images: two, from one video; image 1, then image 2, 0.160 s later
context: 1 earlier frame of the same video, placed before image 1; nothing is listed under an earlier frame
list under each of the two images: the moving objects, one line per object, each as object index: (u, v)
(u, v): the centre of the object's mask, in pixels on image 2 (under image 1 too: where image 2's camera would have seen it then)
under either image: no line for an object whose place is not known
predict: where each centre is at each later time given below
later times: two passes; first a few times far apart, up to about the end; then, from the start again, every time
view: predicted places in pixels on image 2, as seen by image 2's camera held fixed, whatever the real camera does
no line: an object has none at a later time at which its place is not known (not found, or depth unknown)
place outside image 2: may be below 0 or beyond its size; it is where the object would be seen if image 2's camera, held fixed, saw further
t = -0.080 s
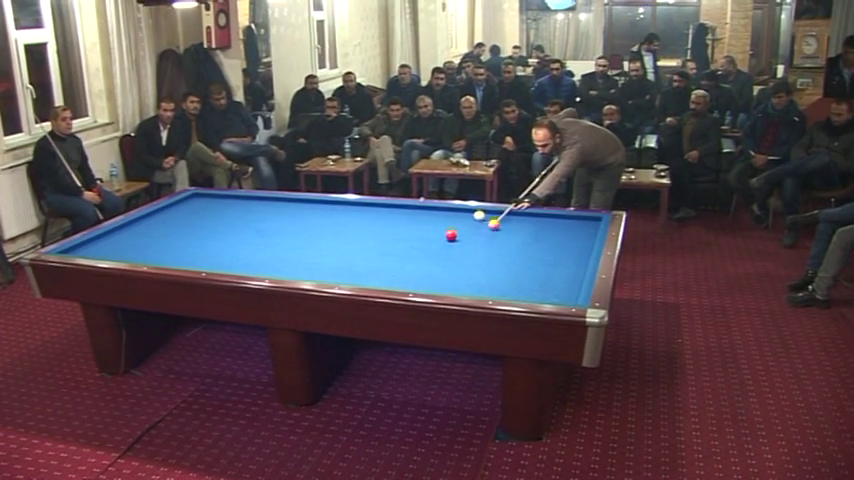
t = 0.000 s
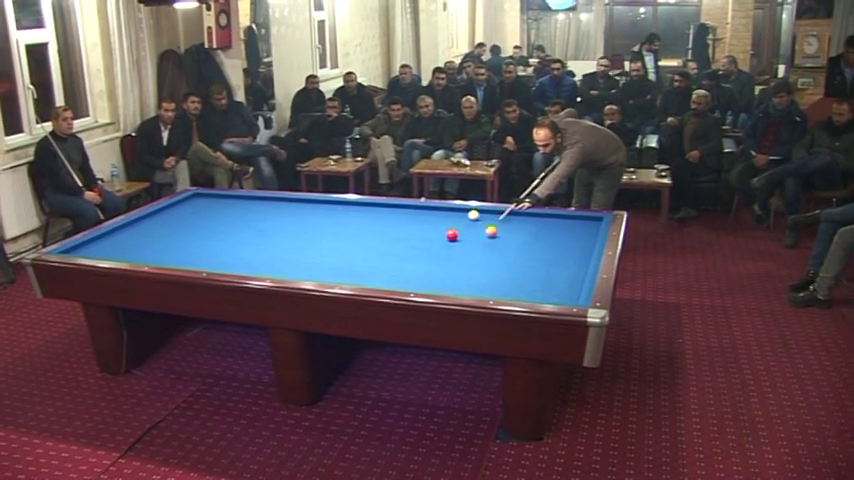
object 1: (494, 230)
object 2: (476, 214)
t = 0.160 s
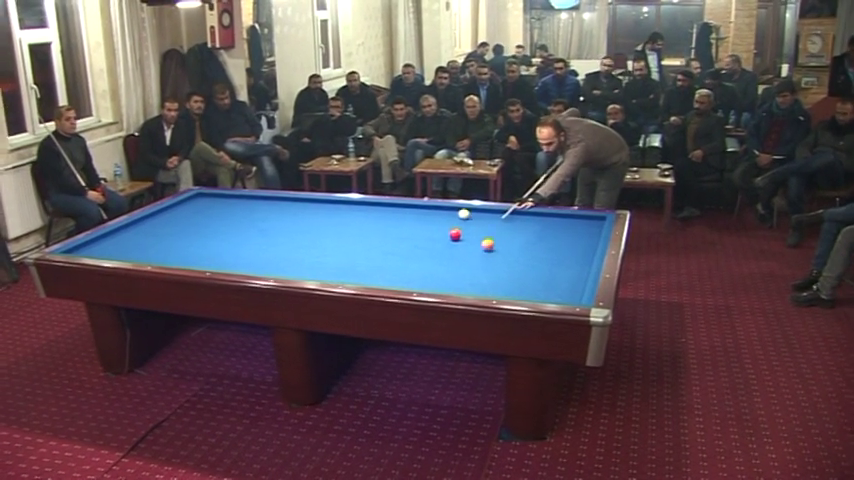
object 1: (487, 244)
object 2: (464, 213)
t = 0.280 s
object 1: (482, 255)
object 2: (454, 213)
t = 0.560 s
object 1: (469, 285)
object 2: (432, 212)
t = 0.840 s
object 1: (502, 277)
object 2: (412, 211)
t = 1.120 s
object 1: (538, 264)
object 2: (392, 210)
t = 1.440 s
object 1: (575, 250)
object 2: (370, 210)
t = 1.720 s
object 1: (588, 239)
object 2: (352, 209)
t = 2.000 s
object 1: (578, 228)
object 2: (334, 208)
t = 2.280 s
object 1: (569, 219)
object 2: (318, 208)
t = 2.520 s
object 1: (557, 216)
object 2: (304, 207)
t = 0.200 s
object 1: (486, 248)
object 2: (460, 213)
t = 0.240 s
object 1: (484, 252)
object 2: (457, 213)
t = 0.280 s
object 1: (482, 255)
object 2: (454, 213)
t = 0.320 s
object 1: (481, 259)
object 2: (451, 213)
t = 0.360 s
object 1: (479, 263)
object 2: (448, 213)
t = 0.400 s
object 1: (477, 267)
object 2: (444, 212)
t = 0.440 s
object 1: (475, 272)
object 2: (441, 212)
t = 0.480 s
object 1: (473, 276)
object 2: (438, 212)
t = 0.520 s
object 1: (470, 281)
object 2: (436, 212)
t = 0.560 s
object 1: (469, 285)
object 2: (432, 212)
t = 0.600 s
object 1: (466, 287)
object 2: (429, 212)
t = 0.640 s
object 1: (468, 288)
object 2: (426, 211)
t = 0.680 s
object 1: (476, 286)
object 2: (424, 211)
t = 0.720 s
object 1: (483, 284)
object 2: (420, 211)
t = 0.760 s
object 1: (490, 281)
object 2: (417, 211)
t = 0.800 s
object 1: (496, 279)
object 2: (414, 211)
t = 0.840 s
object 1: (502, 277)
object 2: (412, 211)
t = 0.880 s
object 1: (508, 275)
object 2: (409, 211)
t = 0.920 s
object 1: (513, 272)
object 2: (406, 210)
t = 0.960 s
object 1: (518, 271)
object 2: (403, 211)
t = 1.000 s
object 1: (523, 269)
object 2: (400, 210)
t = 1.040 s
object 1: (528, 267)
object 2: (397, 210)
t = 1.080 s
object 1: (533, 266)
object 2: (395, 210)
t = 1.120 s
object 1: (538, 264)
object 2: (392, 210)
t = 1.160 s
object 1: (544, 262)
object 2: (389, 210)
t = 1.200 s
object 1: (548, 260)
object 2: (386, 210)
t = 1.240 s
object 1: (552, 259)
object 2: (384, 210)
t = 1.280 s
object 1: (557, 257)
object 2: (381, 210)
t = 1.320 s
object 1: (562, 255)
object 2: (378, 210)
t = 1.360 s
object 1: (566, 253)
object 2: (375, 210)
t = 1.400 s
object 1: (570, 252)
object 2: (372, 210)
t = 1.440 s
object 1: (575, 250)
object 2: (370, 210)
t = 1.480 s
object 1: (579, 249)
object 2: (367, 209)
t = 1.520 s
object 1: (584, 247)
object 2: (365, 209)
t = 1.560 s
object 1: (587, 246)
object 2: (362, 209)
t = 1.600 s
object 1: (591, 244)
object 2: (359, 209)
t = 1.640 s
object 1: (591, 243)
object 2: (357, 209)
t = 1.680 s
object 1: (589, 241)
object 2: (354, 209)
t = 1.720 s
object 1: (588, 239)
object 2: (352, 209)
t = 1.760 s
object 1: (586, 238)
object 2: (349, 208)
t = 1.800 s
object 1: (585, 236)
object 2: (346, 208)
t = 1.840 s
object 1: (583, 234)
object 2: (344, 208)
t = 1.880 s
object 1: (581, 233)
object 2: (341, 208)
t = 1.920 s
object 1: (580, 231)
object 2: (339, 208)
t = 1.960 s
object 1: (579, 229)
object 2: (337, 208)
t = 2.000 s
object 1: (578, 228)
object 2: (334, 208)
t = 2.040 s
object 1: (576, 227)
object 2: (332, 208)
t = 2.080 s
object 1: (575, 226)
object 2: (329, 208)
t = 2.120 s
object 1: (574, 223)
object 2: (327, 208)
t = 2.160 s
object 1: (573, 222)
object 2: (324, 208)
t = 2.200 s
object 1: (571, 220)
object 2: (322, 208)
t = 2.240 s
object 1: (570, 220)
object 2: (320, 207)
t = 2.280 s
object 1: (569, 219)
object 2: (318, 208)
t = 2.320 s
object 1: (568, 218)
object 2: (315, 207)
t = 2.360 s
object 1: (566, 216)
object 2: (313, 207)
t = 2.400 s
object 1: (565, 215)
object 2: (310, 207)
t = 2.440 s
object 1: (562, 215)
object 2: (308, 207)
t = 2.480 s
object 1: (559, 216)
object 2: (306, 207)
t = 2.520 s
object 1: (557, 216)
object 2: (304, 207)
